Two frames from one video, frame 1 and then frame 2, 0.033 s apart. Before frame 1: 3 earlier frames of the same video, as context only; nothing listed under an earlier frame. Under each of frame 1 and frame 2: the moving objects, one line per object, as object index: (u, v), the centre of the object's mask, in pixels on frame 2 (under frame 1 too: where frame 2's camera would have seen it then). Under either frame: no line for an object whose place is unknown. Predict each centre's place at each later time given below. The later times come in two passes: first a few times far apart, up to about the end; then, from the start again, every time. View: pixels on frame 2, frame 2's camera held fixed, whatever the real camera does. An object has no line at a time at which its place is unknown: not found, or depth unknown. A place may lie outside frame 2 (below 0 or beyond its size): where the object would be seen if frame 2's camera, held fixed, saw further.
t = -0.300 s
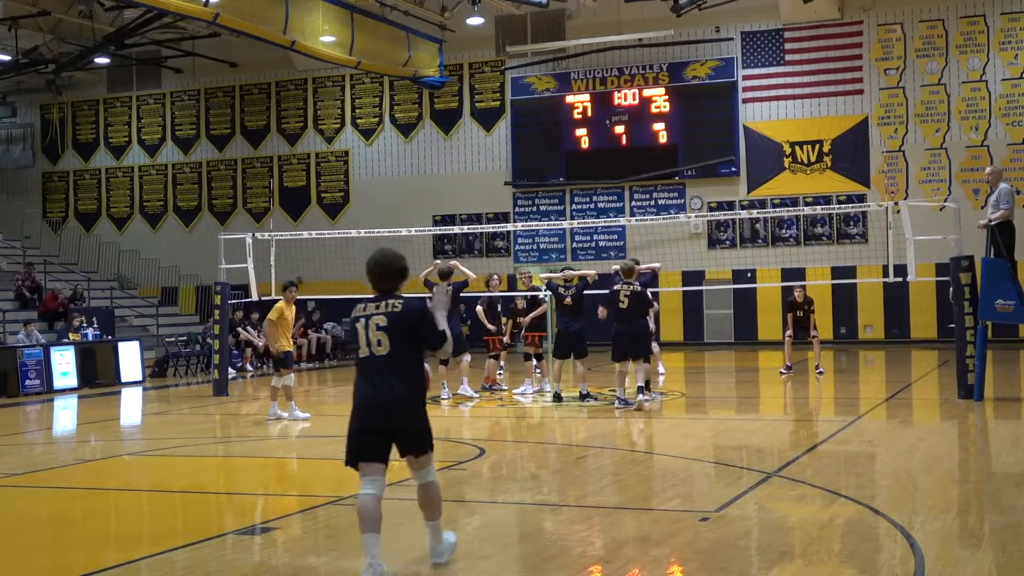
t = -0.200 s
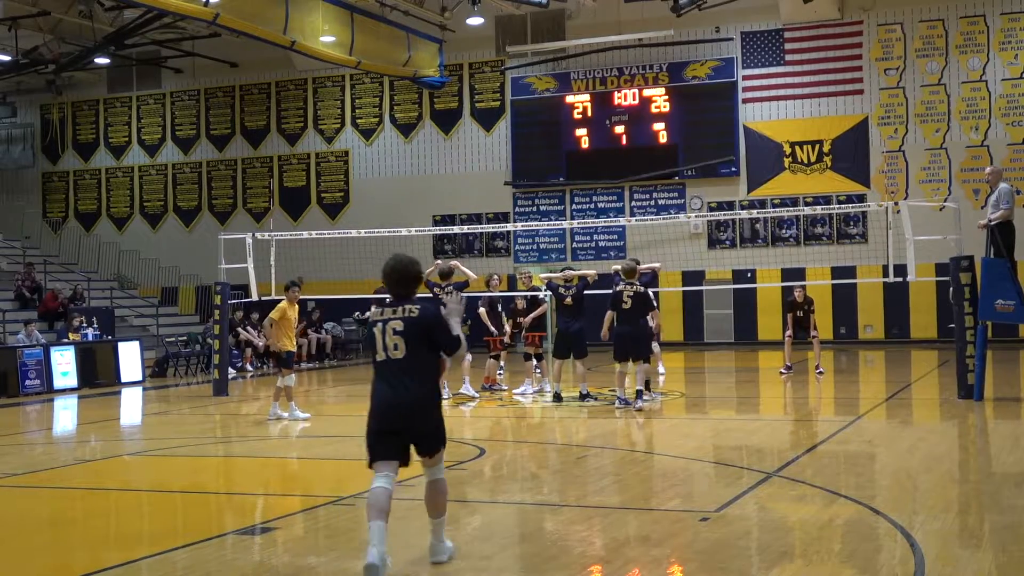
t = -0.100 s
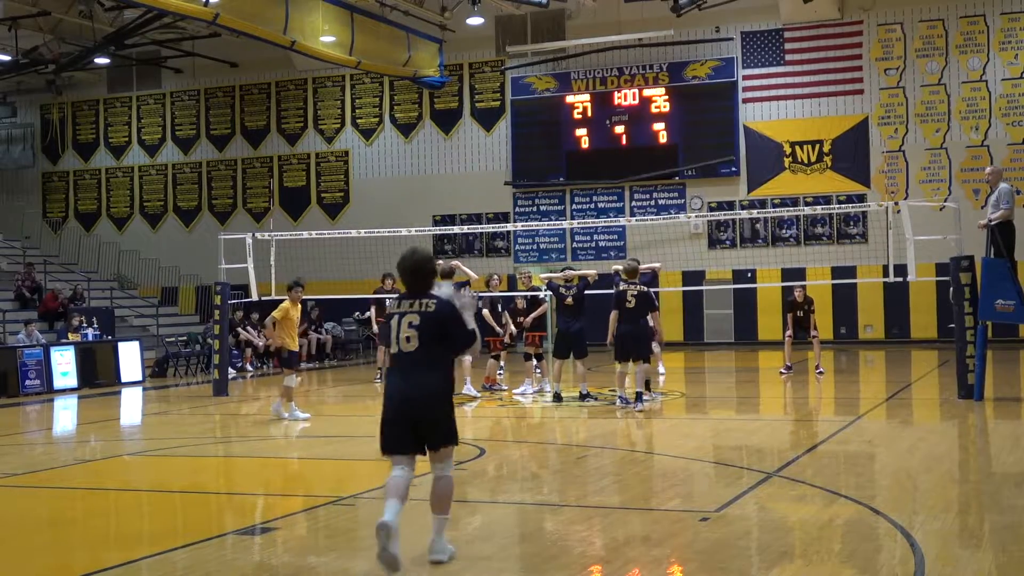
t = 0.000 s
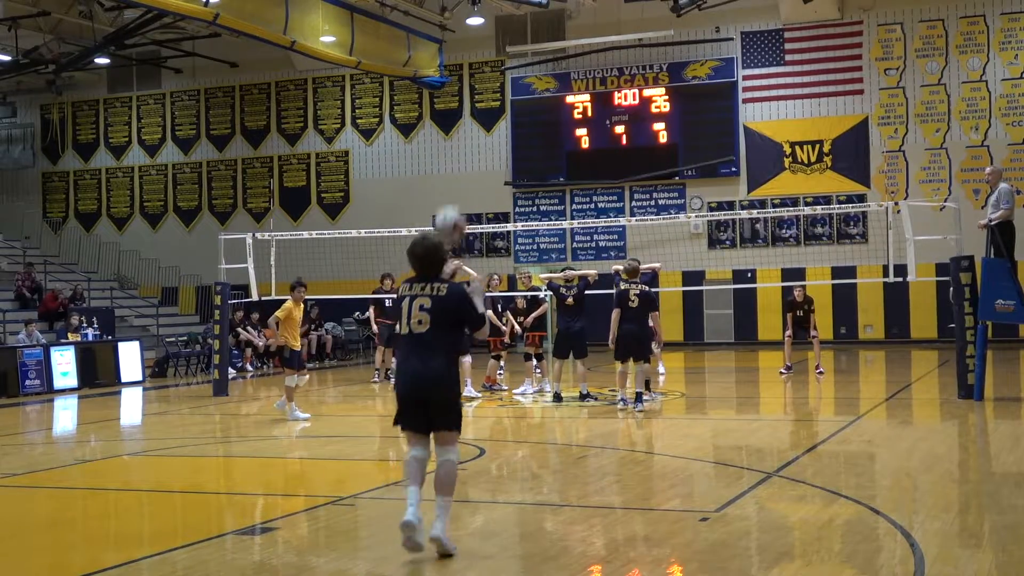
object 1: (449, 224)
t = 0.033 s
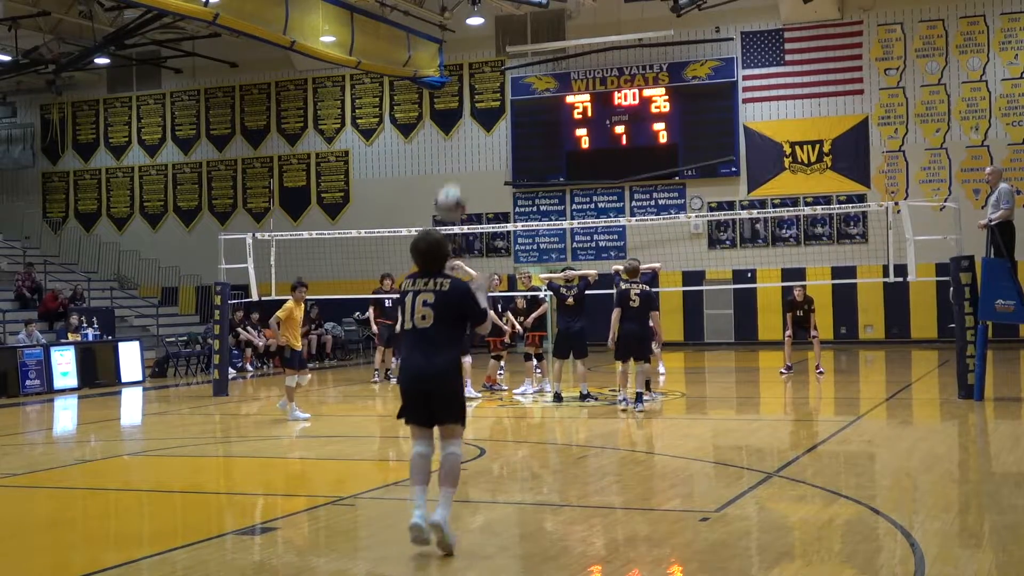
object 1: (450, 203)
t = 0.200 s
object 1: (457, 121)
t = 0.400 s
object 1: (470, 95)
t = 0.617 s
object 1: (482, 125)
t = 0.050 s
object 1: (451, 190)
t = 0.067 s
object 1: (452, 181)
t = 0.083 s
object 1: (453, 173)
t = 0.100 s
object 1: (454, 164)
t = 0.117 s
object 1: (453, 154)
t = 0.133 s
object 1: (455, 147)
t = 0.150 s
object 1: (456, 140)
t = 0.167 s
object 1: (456, 133)
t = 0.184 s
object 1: (457, 126)
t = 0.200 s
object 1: (457, 121)
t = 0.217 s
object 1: (459, 117)
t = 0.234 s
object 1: (460, 113)
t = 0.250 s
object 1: (461, 109)
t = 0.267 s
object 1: (463, 108)
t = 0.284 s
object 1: (463, 105)
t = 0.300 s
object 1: (464, 102)
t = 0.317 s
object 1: (465, 100)
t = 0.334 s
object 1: (466, 98)
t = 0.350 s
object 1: (467, 96)
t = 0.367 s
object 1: (468, 96)
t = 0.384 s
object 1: (469, 95)
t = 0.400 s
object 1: (470, 95)
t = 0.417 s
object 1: (471, 95)
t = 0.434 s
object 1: (471, 95)
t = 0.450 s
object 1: (472, 96)
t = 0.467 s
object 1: (473, 97)
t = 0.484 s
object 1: (474, 99)
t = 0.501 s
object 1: (475, 101)
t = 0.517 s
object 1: (476, 103)
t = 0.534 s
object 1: (477, 106)
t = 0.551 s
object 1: (478, 109)
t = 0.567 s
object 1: (480, 112)
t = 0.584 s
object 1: (481, 116)
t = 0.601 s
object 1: (481, 120)
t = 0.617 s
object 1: (482, 125)
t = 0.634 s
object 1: (483, 130)
